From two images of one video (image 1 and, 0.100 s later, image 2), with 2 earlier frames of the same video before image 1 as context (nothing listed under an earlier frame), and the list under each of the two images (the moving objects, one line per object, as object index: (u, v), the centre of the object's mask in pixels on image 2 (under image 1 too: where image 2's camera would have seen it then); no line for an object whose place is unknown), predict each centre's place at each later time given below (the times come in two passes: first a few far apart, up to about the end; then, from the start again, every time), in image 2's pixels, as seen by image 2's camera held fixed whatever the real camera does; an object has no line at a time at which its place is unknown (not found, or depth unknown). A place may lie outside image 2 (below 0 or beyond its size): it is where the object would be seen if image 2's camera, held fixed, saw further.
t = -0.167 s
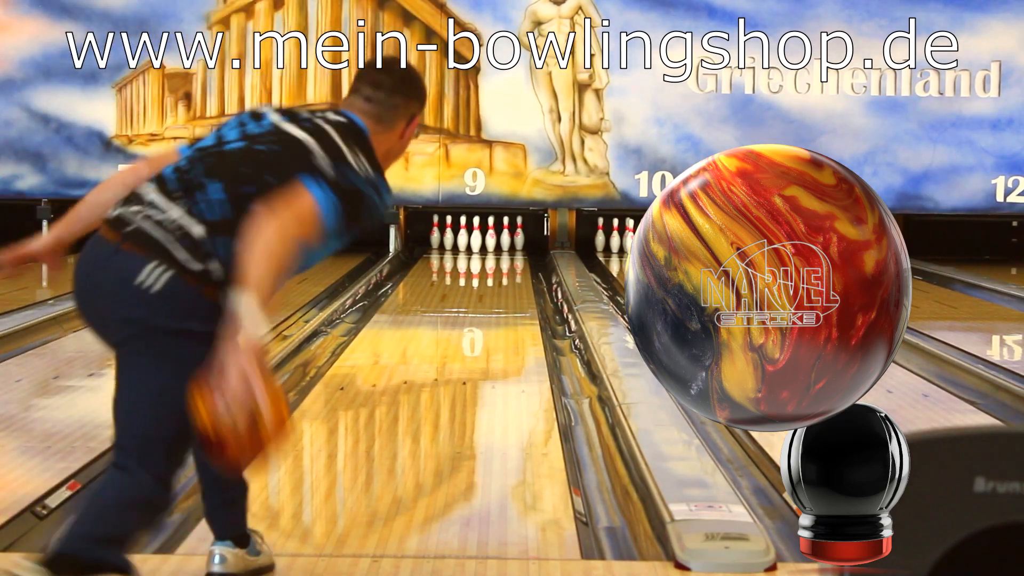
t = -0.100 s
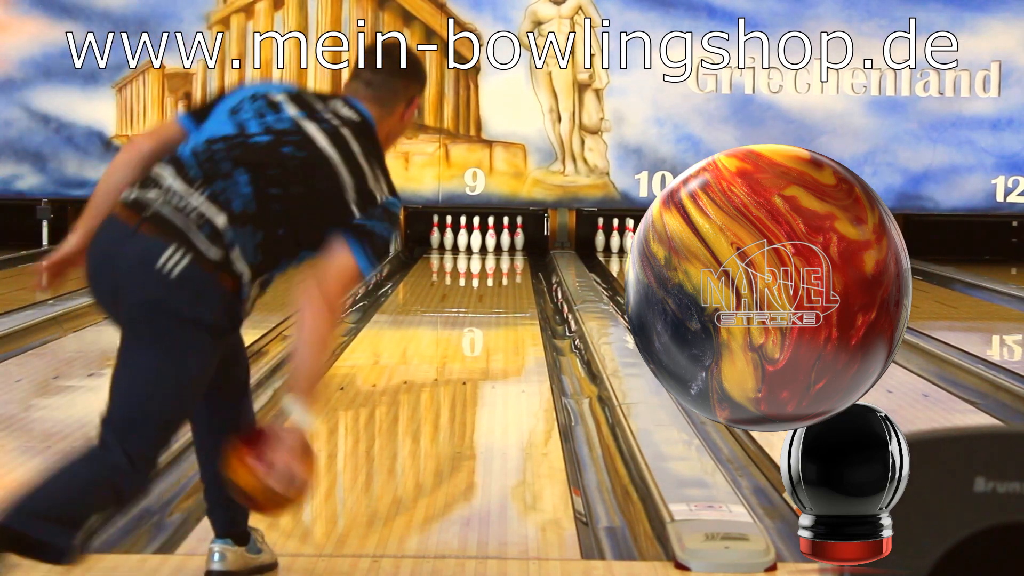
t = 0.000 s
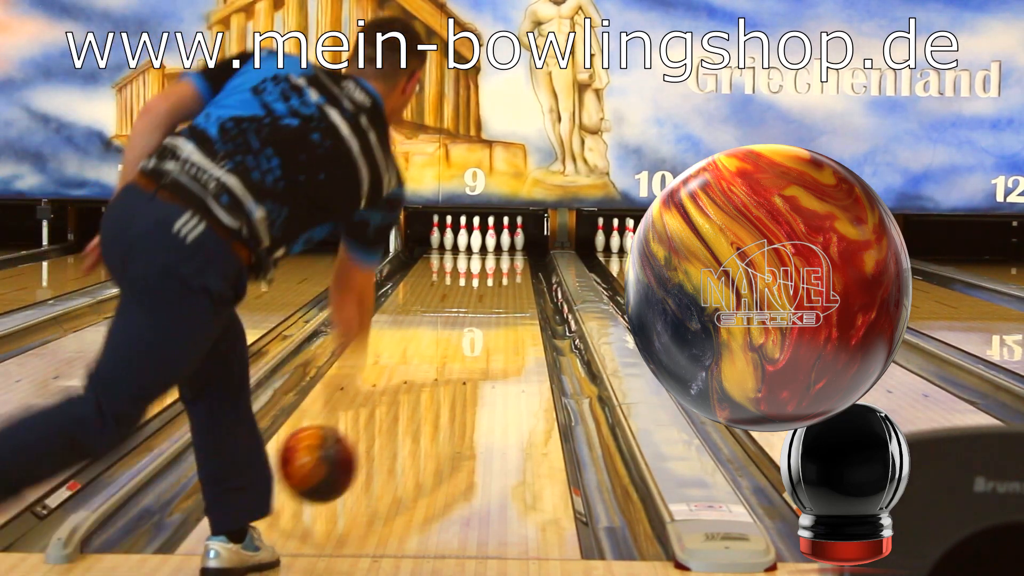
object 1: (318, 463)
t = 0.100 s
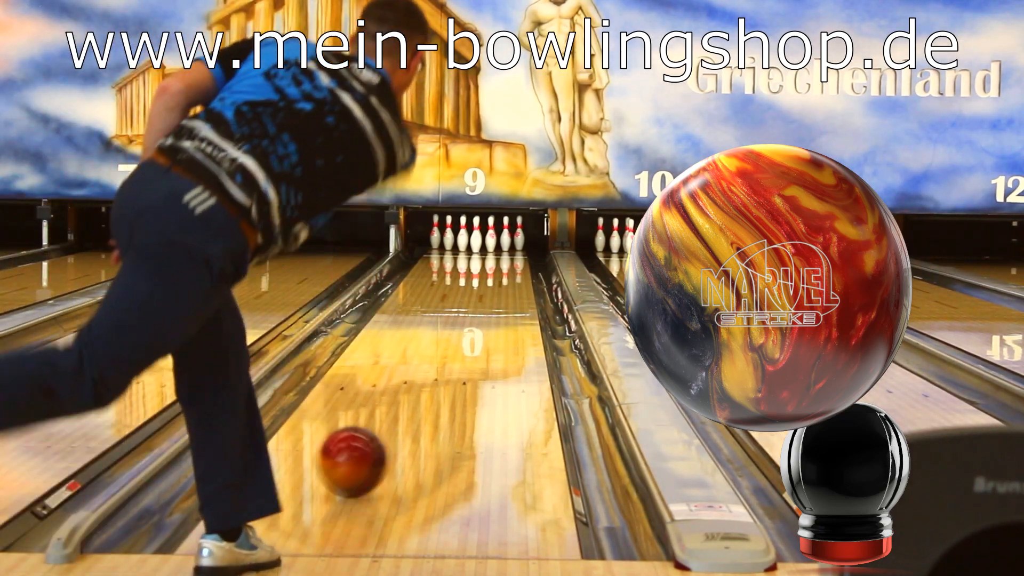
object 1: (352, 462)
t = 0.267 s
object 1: (397, 414)
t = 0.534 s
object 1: (443, 362)
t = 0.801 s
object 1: (472, 328)
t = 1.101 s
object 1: (493, 300)
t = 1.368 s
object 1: (505, 283)
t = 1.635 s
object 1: (511, 269)
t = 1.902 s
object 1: (507, 258)
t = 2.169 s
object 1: (494, 249)
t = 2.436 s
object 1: (480, 243)
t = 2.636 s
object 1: (470, 240)
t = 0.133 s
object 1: (364, 448)
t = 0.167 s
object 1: (373, 439)
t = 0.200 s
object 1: (382, 432)
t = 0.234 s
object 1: (390, 423)
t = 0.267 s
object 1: (397, 414)
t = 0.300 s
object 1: (405, 406)
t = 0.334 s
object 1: (411, 399)
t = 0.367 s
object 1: (417, 392)
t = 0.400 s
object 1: (423, 386)
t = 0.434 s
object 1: (428, 380)
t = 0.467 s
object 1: (434, 373)
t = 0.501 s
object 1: (439, 368)
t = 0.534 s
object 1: (443, 362)
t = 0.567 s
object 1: (447, 357)
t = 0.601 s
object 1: (452, 352)
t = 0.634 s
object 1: (455, 347)
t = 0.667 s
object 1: (459, 343)
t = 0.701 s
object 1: (463, 339)
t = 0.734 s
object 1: (466, 335)
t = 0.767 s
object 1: (469, 331)
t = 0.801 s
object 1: (472, 328)
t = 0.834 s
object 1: (475, 324)
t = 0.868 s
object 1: (477, 321)
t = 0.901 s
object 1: (480, 317)
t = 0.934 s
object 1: (482, 314)
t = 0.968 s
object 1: (485, 311)
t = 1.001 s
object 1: (487, 308)
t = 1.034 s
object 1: (489, 306)
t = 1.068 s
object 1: (491, 303)
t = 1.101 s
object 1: (493, 300)
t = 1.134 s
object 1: (495, 298)
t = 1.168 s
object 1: (496, 296)
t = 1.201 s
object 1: (498, 293)
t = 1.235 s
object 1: (499, 291)
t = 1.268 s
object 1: (501, 288)
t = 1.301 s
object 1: (502, 287)
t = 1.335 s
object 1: (504, 285)
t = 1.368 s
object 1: (505, 283)
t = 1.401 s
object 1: (506, 281)
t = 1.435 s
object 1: (507, 279)
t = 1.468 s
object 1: (508, 277)
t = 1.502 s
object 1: (509, 275)
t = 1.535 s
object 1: (509, 274)
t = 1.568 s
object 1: (510, 272)
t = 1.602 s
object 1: (511, 270)
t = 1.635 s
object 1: (511, 269)
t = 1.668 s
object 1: (511, 267)
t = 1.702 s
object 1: (511, 266)
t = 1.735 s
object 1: (511, 264)
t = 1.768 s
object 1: (511, 263)
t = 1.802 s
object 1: (510, 262)
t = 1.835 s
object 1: (509, 260)
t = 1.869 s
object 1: (508, 259)
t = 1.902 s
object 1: (507, 258)
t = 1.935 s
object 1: (506, 257)
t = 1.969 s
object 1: (505, 255)
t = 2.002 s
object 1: (504, 255)
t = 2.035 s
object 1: (502, 253)
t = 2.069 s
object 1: (500, 252)
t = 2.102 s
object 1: (498, 251)
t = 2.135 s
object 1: (496, 250)
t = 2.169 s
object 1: (494, 249)
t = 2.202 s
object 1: (491, 249)
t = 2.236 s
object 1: (489, 248)
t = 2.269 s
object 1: (488, 247)
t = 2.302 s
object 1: (486, 246)
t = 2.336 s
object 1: (484, 245)
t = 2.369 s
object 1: (482, 244)
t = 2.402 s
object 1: (480, 244)
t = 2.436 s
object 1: (480, 243)
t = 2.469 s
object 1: (480, 243)
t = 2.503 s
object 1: (478, 242)
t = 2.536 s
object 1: (476, 242)
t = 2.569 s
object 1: (472, 240)
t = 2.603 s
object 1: (472, 240)
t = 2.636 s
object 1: (470, 240)
